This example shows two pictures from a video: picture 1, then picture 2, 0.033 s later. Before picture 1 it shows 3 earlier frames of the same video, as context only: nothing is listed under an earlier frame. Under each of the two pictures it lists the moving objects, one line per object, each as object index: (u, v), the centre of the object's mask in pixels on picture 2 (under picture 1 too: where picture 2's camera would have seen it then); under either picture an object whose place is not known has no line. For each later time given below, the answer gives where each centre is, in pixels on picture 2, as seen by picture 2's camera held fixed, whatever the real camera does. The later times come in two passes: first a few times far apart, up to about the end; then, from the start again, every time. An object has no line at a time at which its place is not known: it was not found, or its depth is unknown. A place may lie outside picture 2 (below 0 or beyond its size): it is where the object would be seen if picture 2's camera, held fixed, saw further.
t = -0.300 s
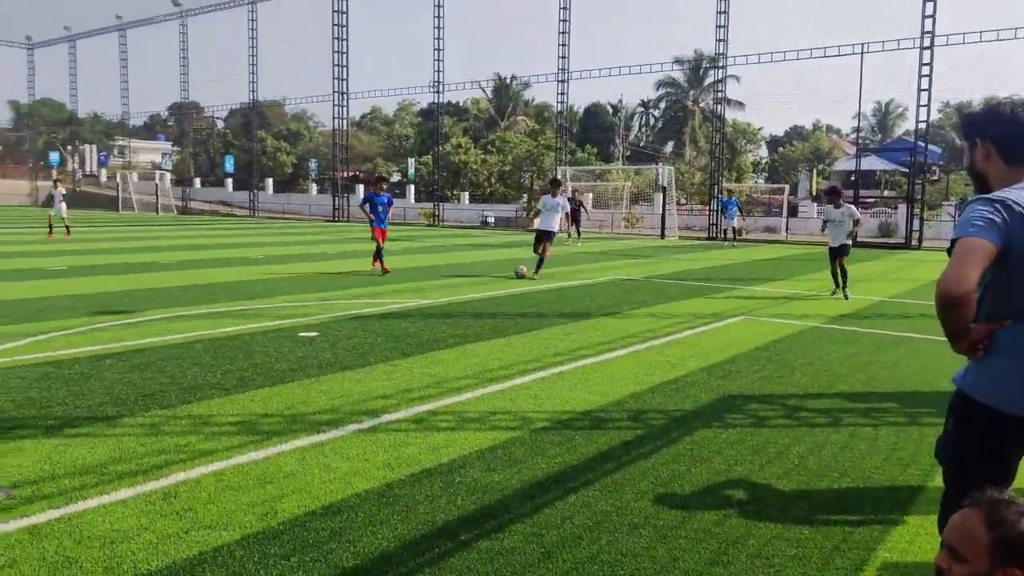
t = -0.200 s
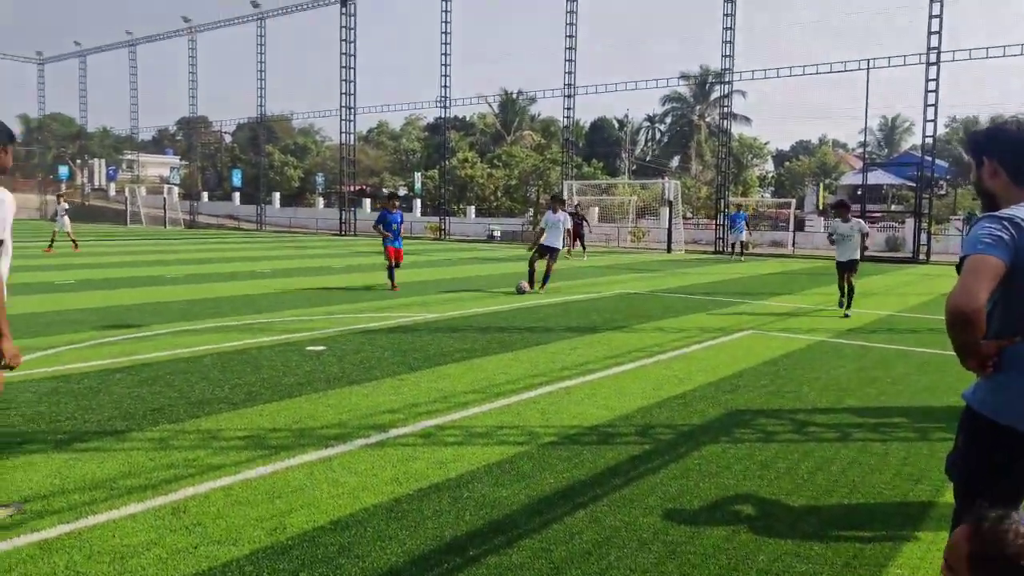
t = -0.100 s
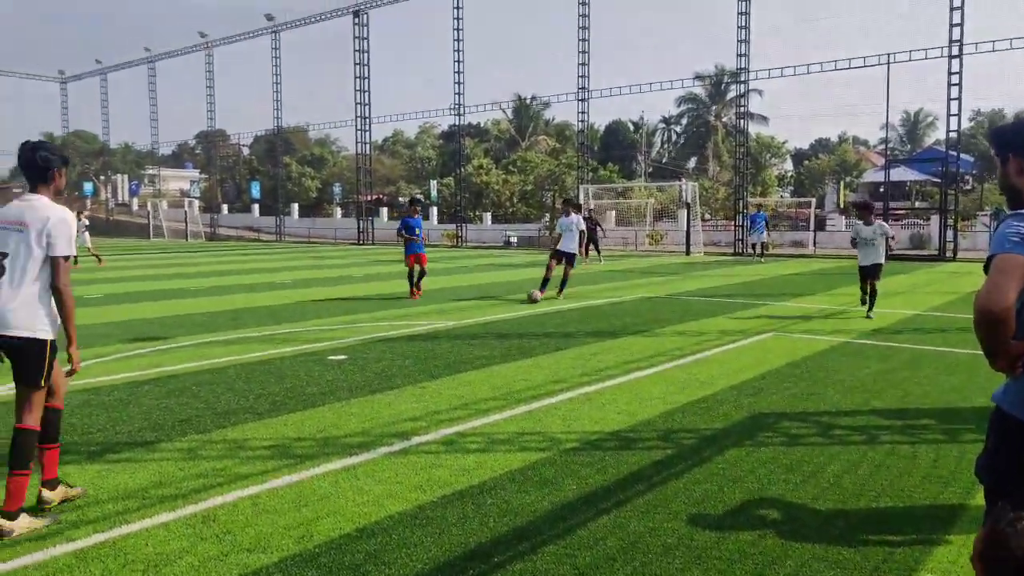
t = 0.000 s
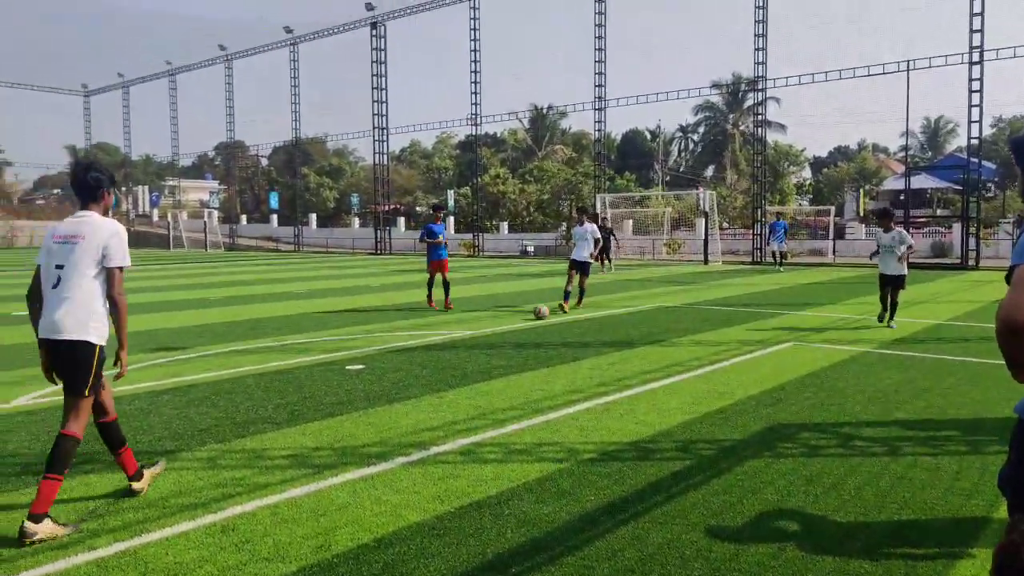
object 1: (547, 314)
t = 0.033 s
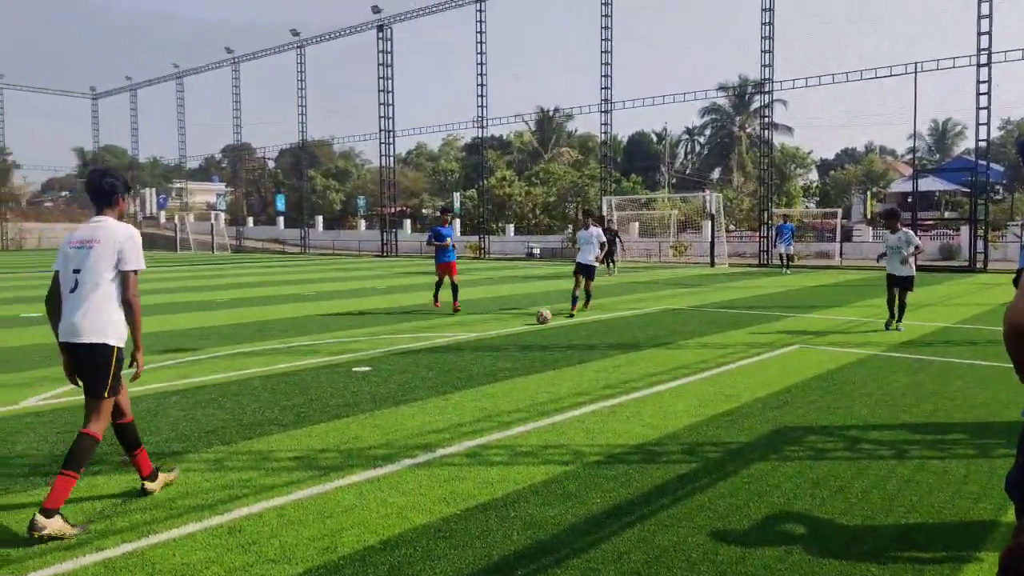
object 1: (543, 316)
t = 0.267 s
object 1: (515, 335)
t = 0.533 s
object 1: (481, 355)
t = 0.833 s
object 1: (419, 400)
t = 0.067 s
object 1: (540, 319)
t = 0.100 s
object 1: (534, 323)
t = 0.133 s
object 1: (530, 325)
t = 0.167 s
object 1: (527, 328)
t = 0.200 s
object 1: (525, 329)
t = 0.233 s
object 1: (519, 333)
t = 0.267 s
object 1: (515, 335)
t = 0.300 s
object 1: (511, 338)
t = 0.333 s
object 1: (507, 340)
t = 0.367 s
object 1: (502, 344)
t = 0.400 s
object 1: (498, 346)
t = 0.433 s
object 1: (493, 347)
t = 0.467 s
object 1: (489, 349)
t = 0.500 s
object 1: (484, 353)
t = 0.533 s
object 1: (481, 355)
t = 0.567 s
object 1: (476, 360)
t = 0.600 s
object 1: (470, 366)
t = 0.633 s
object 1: (465, 369)
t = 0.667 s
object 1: (458, 372)
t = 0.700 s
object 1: (452, 377)
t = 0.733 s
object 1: (445, 382)
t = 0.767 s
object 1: (435, 390)
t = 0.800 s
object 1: (427, 394)
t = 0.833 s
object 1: (419, 400)
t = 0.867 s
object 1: (410, 408)
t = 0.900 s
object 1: (401, 413)
